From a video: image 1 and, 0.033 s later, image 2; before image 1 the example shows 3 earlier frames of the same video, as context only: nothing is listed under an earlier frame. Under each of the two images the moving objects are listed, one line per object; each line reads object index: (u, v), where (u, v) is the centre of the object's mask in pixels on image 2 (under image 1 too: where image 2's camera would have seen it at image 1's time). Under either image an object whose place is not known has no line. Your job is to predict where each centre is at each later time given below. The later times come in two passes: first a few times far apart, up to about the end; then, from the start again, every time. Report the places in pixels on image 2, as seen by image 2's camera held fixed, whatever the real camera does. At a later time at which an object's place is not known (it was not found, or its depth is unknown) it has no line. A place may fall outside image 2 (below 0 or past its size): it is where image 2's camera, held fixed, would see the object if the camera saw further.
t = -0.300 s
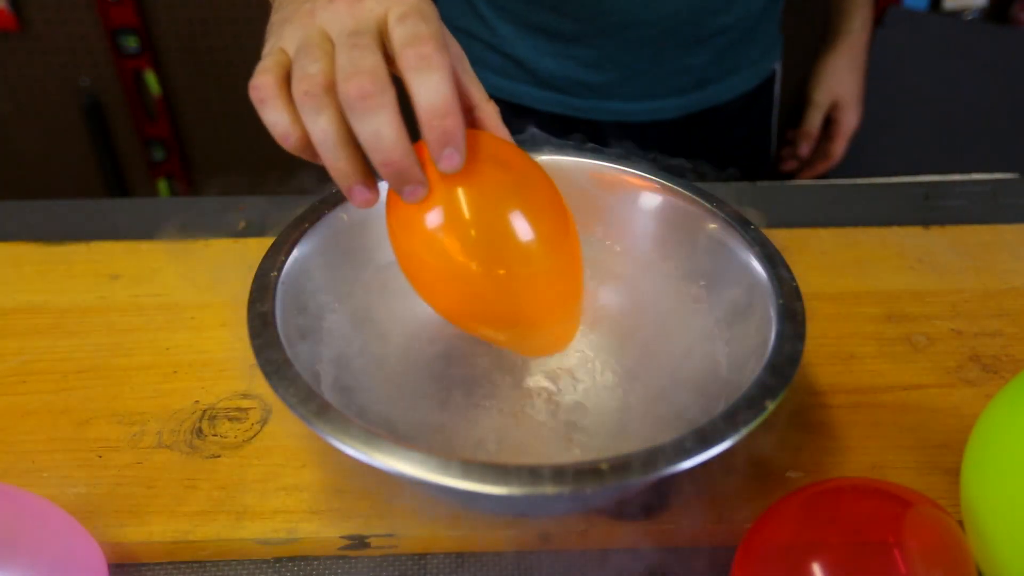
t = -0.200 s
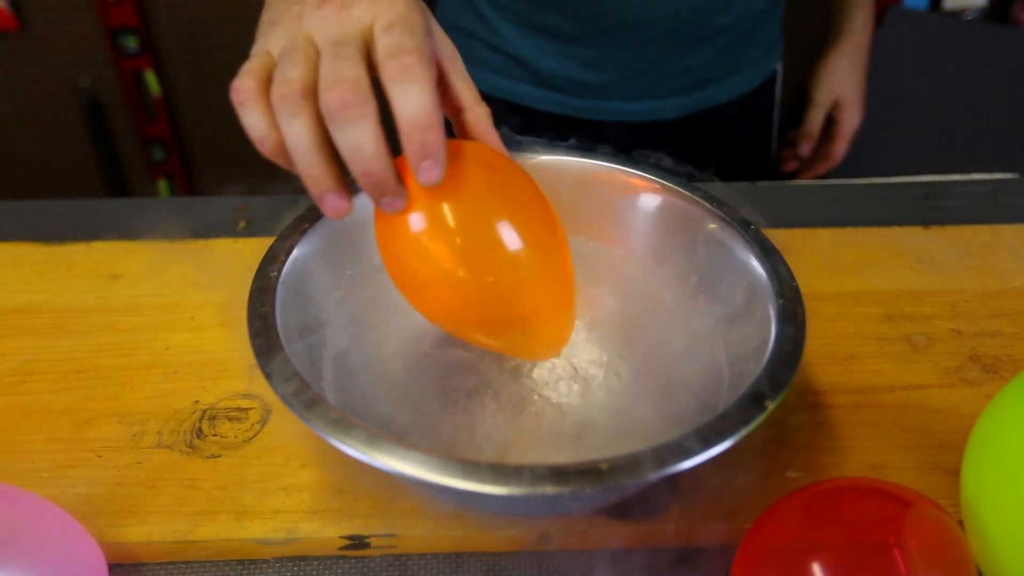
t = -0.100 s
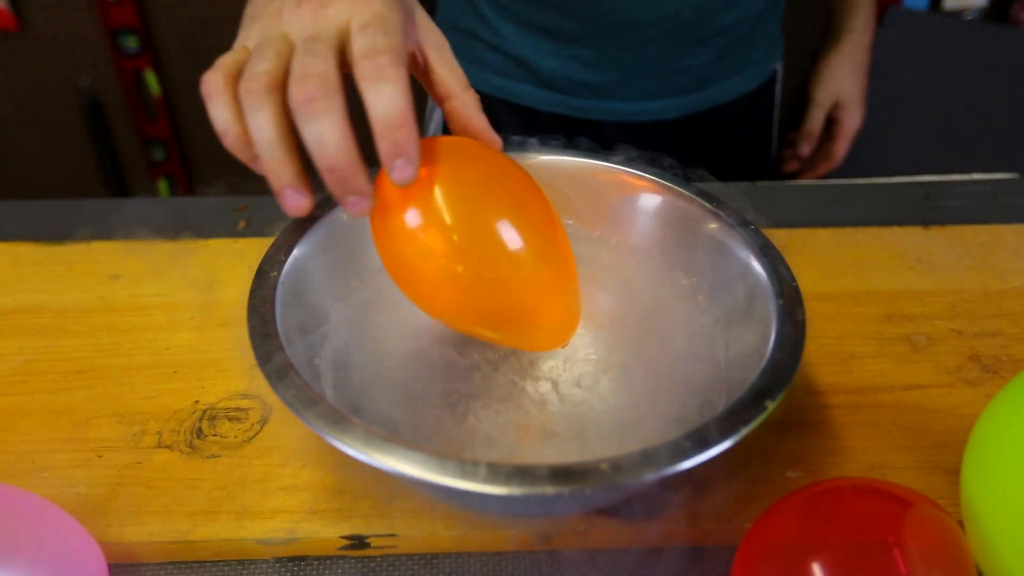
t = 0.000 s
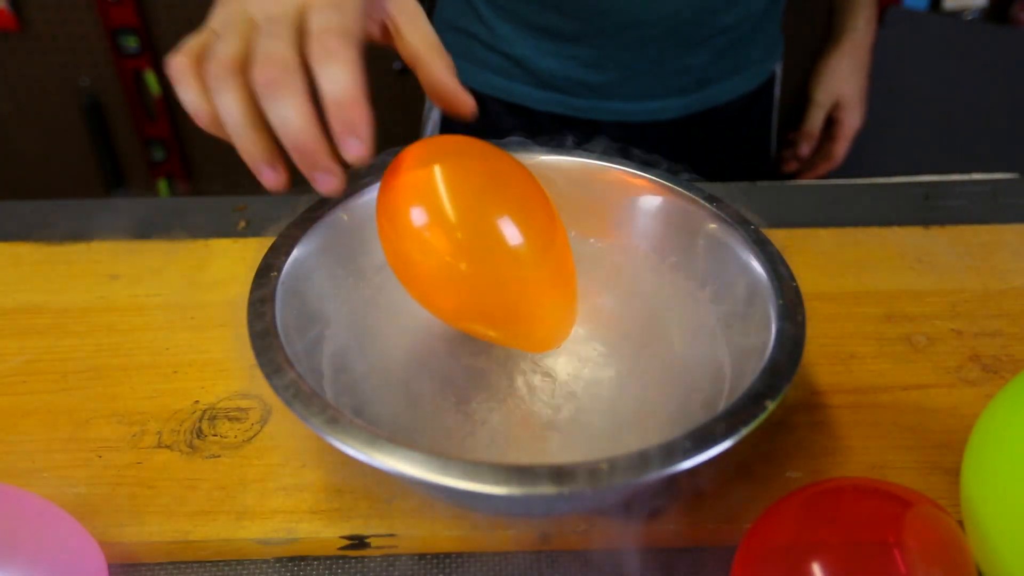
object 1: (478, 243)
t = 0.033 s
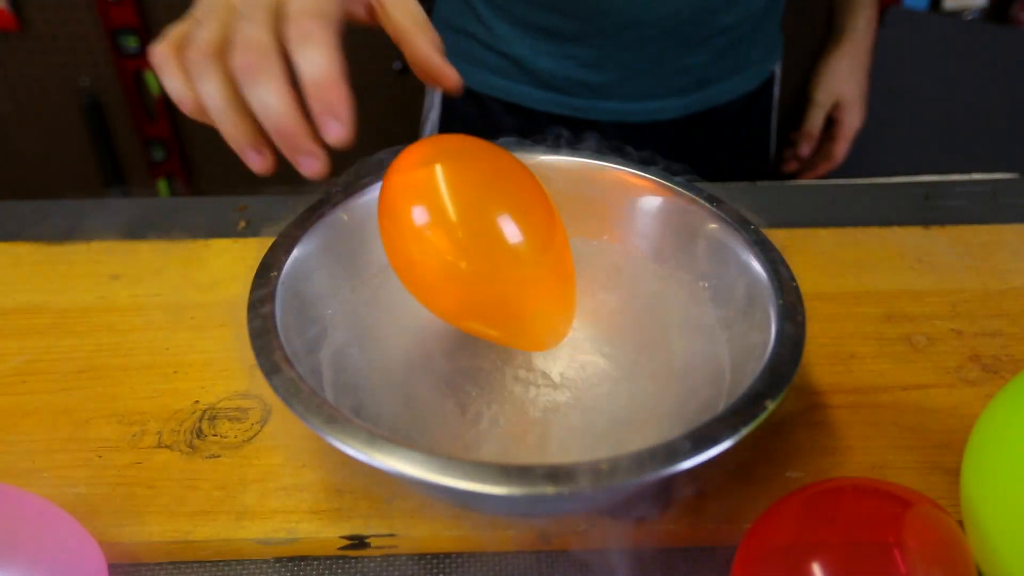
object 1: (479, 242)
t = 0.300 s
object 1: (464, 225)
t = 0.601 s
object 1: (431, 221)
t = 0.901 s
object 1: (391, 224)
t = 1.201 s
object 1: (393, 216)
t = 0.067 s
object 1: (477, 239)
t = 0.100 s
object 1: (475, 235)
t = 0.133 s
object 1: (473, 231)
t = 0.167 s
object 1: (471, 228)
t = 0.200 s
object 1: (470, 227)
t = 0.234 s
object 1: (468, 226)
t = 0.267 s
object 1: (467, 225)
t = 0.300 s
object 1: (464, 225)
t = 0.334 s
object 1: (462, 223)
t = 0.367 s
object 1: (458, 223)
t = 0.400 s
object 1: (456, 223)
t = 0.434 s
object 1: (452, 223)
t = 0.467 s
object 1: (449, 223)
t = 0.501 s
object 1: (444, 221)
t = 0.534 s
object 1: (439, 220)
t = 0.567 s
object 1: (435, 220)
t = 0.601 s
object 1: (431, 221)
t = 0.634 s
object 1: (428, 223)
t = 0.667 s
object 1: (424, 225)
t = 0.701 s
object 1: (420, 226)
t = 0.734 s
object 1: (415, 225)
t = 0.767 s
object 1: (410, 225)
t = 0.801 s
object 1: (405, 224)
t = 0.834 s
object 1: (400, 224)
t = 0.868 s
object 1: (396, 224)
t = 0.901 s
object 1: (391, 224)
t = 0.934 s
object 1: (388, 223)
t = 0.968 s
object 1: (391, 223)
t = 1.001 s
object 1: (393, 222)
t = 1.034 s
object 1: (394, 221)
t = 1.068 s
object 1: (395, 220)
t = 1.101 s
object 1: (395, 218)
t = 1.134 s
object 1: (395, 217)
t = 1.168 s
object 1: (394, 217)
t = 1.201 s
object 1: (393, 216)
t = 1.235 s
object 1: (391, 216)
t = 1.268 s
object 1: (389, 216)
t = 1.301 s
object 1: (387, 216)
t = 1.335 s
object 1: (384, 217)
